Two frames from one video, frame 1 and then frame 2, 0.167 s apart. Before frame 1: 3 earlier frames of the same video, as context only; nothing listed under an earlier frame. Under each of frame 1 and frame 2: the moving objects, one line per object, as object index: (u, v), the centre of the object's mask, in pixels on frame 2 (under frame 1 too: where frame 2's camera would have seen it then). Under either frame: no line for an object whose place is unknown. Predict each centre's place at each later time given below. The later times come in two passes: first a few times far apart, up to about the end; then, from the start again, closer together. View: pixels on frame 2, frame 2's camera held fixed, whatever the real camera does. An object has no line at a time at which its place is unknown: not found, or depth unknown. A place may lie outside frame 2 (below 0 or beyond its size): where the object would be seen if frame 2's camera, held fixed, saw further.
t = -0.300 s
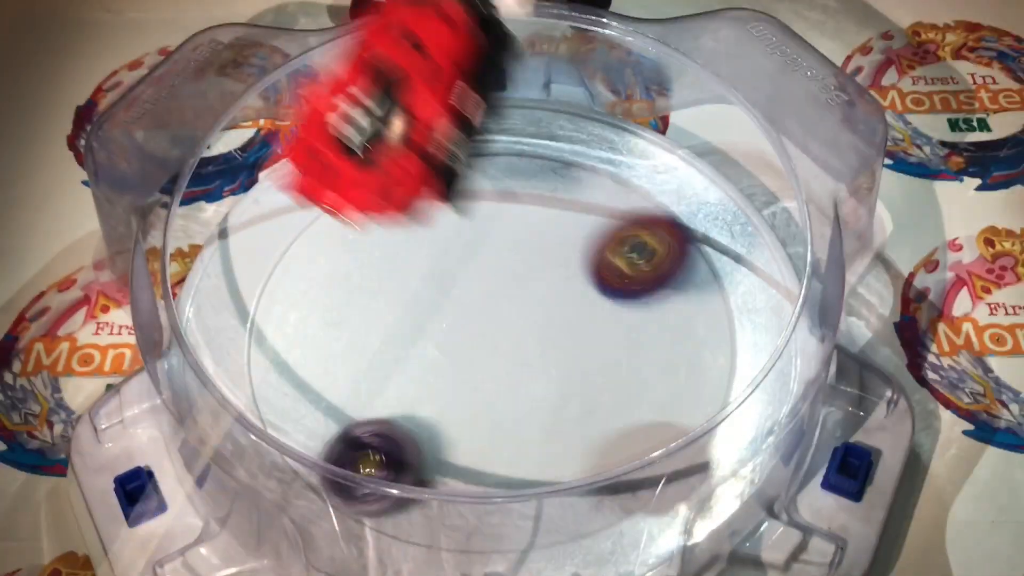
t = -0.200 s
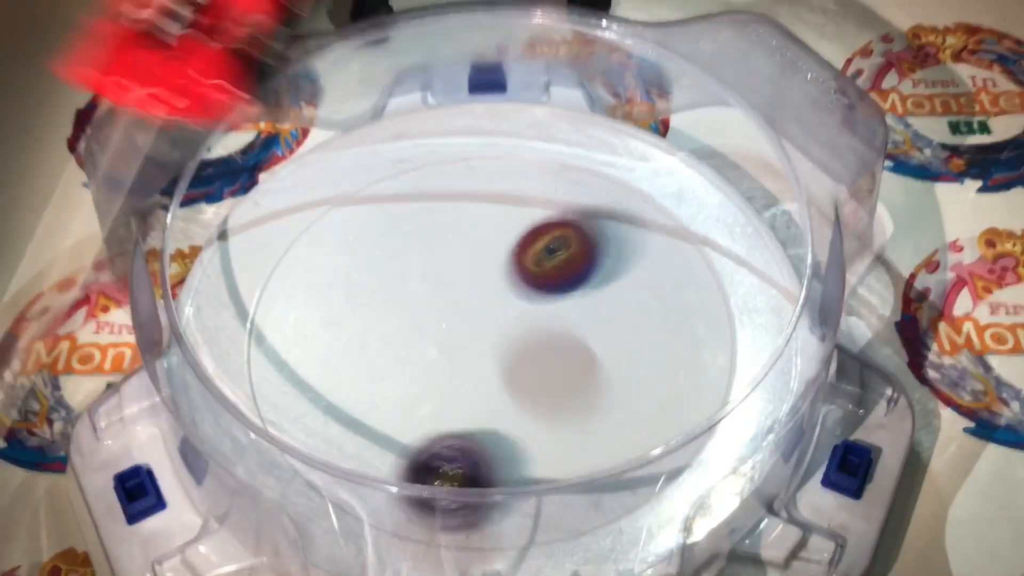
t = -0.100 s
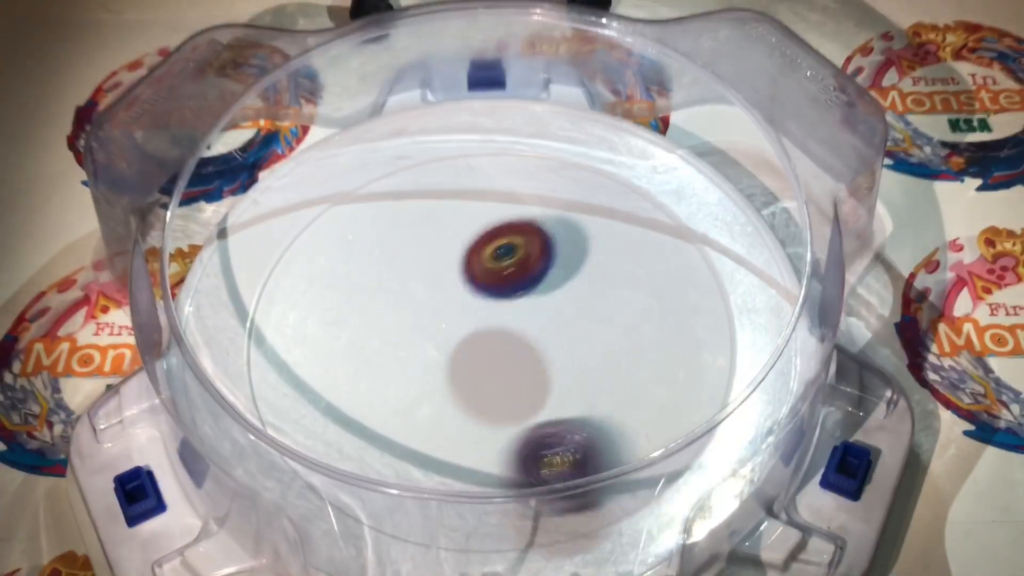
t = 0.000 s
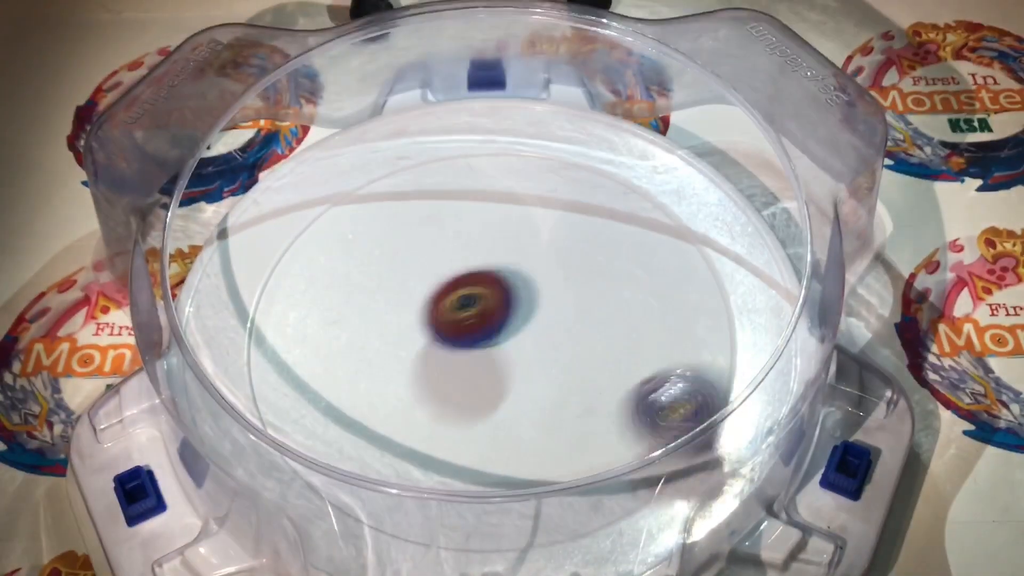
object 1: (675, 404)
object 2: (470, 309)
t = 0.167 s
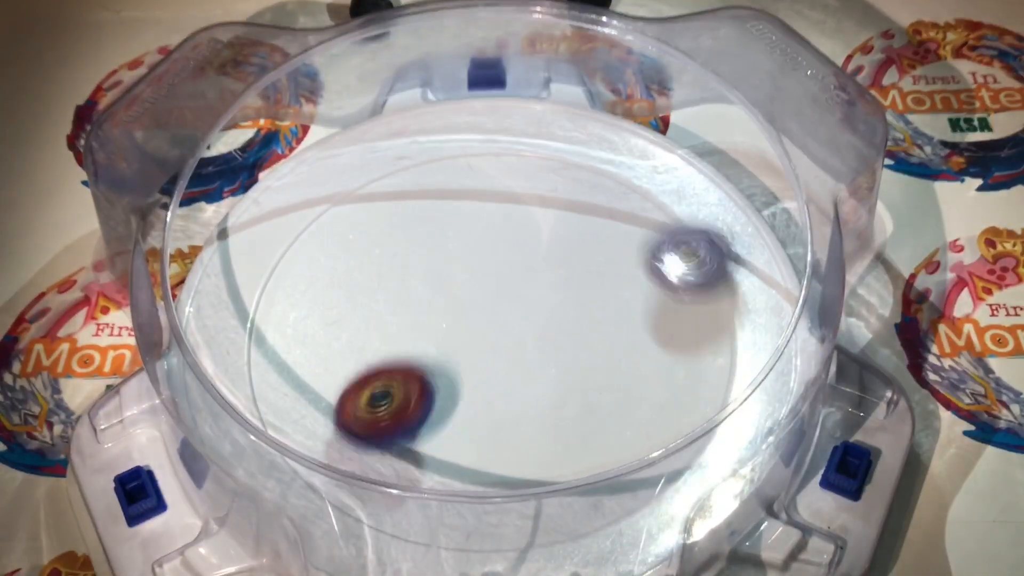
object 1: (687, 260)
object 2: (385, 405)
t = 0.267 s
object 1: (596, 207)
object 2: (380, 477)
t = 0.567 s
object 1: (295, 395)
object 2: (572, 543)
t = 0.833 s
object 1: (593, 541)
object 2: (633, 389)
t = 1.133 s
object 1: (615, 259)
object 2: (325, 223)
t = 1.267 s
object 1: (460, 186)
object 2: (210, 274)
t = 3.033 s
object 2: (420, 153)
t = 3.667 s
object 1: (582, 470)
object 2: (701, 251)
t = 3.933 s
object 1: (682, 292)
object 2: (395, 186)
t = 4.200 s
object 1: (441, 239)
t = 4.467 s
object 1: (336, 416)
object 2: (685, 395)
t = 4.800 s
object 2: (484, 149)
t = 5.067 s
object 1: (505, 231)
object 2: (257, 318)
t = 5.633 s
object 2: (648, 209)
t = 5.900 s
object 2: (379, 161)
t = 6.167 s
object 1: (488, 186)
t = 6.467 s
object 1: (399, 304)
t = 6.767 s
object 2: (521, 168)
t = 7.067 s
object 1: (635, 270)
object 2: (322, 340)
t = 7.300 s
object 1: (505, 248)
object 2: (521, 455)
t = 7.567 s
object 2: (652, 290)
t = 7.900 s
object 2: (419, 204)
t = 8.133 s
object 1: (578, 321)
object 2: (322, 341)
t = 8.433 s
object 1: (431, 254)
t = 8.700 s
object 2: (628, 257)
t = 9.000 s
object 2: (433, 199)
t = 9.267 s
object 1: (566, 279)
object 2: (364, 361)
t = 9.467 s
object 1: (521, 216)
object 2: (504, 438)
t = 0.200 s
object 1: (664, 237)
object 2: (380, 428)
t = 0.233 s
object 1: (634, 220)
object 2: (381, 446)
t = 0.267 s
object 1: (596, 207)
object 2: (380, 477)
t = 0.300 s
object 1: (553, 202)
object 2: (388, 502)
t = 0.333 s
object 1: (510, 204)
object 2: (404, 515)
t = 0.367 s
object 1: (466, 214)
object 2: (422, 533)
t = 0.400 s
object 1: (416, 232)
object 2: (447, 538)
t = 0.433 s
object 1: (377, 254)
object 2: (470, 541)
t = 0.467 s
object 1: (345, 282)
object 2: (495, 542)
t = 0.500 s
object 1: (321, 314)
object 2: (518, 544)
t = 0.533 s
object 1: (304, 355)
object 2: (545, 544)
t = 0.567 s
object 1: (295, 395)
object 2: (572, 543)
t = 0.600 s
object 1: (302, 437)
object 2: (598, 539)
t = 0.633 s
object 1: (329, 469)
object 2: (622, 532)
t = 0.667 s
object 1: (369, 503)
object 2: (644, 518)
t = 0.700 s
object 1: (412, 536)
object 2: (663, 501)
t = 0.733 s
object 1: (457, 542)
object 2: (665, 474)
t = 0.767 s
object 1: (501, 546)
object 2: (661, 446)
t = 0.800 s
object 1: (548, 547)
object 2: (648, 416)
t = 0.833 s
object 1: (593, 541)
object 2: (633, 389)
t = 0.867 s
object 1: (633, 533)
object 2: (609, 358)
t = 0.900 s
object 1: (654, 510)
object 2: (577, 328)
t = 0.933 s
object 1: (665, 470)
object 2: (544, 301)
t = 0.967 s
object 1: (674, 438)
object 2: (508, 277)
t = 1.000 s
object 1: (675, 399)
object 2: (472, 257)
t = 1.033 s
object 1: (676, 362)
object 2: (434, 241)
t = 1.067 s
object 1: (664, 324)
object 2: (397, 230)
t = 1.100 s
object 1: (643, 290)
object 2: (361, 224)
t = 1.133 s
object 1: (615, 259)
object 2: (325, 223)
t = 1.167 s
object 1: (582, 232)
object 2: (289, 228)
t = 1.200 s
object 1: (543, 210)
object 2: (256, 237)
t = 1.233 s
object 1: (502, 195)
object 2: (225, 253)
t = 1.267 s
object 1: (460, 186)
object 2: (210, 274)
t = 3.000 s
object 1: (670, 208)
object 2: (459, 142)
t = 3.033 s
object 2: (420, 153)
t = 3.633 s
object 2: (717, 287)
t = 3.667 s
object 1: (582, 470)
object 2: (701, 251)
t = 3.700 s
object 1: (617, 460)
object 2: (676, 219)
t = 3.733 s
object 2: (644, 194)
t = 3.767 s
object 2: (609, 175)
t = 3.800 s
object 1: (687, 393)
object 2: (568, 164)
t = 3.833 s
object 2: (525, 159)
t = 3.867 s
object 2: (480, 161)
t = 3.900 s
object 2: (438, 171)
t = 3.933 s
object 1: (682, 292)
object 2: (395, 186)
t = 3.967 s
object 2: (356, 208)
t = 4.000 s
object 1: (638, 251)
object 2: (324, 235)
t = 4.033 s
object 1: (610, 238)
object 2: (298, 268)
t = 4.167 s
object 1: (478, 230)
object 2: (290, 423)
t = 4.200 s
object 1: (441, 239)
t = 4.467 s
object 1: (336, 416)
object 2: (685, 395)
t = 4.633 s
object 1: (470, 480)
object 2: (661, 226)
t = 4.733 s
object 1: (560, 444)
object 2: (562, 165)
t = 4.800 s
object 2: (484, 149)
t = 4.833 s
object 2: (443, 149)
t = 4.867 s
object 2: (401, 156)
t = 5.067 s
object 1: (505, 231)
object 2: (257, 318)
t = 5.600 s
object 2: (669, 238)
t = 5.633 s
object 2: (648, 209)
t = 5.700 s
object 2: (593, 165)
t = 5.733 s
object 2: (560, 149)
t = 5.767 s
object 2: (523, 140)
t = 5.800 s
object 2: (487, 136)
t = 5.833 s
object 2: (448, 138)
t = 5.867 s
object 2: (411, 146)
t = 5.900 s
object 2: (379, 161)
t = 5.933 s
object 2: (346, 179)
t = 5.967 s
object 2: (321, 203)
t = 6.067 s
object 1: (541, 201)
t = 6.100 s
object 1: (525, 192)
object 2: (288, 339)
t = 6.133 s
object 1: (509, 187)
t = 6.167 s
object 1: (488, 186)
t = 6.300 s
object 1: (419, 214)
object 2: (495, 469)
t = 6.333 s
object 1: (408, 227)
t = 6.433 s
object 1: (395, 284)
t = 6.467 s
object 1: (399, 304)
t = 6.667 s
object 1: (496, 386)
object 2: (620, 197)
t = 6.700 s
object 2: (589, 182)
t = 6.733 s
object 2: (556, 171)
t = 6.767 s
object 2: (521, 168)
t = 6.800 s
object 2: (484, 170)
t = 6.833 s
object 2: (449, 178)
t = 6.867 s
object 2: (417, 190)
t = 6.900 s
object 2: (387, 208)
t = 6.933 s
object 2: (364, 229)
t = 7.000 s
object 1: (647, 298)
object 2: (330, 282)
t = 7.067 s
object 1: (635, 270)
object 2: (322, 340)
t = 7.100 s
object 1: (623, 258)
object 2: (329, 367)
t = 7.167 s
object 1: (589, 243)
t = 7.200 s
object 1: (571, 239)
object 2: (404, 442)
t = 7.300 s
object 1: (505, 248)
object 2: (521, 455)
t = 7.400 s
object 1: (451, 279)
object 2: (620, 418)
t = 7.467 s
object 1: (425, 308)
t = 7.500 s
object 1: (417, 325)
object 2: (660, 343)
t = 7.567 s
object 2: (652, 290)
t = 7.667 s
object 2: (603, 228)
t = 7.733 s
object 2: (553, 206)
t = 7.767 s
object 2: (528, 198)
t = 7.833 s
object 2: (474, 195)
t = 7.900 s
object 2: (419, 204)
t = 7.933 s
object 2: (394, 214)
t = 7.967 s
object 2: (370, 228)
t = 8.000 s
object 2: (351, 246)
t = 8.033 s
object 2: (335, 267)
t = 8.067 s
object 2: (324, 290)
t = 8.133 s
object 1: (578, 321)
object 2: (322, 341)
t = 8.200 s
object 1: (555, 293)
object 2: (348, 390)
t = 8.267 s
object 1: (523, 272)
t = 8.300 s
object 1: (505, 265)
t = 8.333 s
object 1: (487, 259)
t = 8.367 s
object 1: (468, 255)
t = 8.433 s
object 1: (431, 254)
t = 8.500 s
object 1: (396, 261)
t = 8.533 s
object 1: (381, 268)
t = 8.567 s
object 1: (368, 277)
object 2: (635, 345)
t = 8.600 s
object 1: (357, 288)
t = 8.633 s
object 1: (350, 300)
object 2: (640, 300)
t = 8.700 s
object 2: (628, 257)
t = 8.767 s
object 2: (599, 223)
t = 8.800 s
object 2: (579, 210)
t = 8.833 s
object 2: (558, 199)
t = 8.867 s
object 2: (536, 192)
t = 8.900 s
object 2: (512, 187)
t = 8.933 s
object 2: (484, 187)
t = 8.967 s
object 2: (459, 191)
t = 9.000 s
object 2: (433, 199)
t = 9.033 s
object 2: (411, 210)
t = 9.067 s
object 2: (389, 226)
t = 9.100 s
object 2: (373, 245)
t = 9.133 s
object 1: (545, 339)
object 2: (360, 267)
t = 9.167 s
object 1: (554, 324)
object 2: (354, 289)
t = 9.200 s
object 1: (561, 309)
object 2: (351, 314)
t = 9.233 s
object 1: (565, 294)
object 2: (355, 337)
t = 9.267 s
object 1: (566, 279)
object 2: (364, 361)
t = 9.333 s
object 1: (562, 252)
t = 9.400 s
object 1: (544, 231)
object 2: (446, 428)
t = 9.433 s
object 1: (533, 222)
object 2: (474, 434)
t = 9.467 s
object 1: (521, 216)
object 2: (504, 438)
